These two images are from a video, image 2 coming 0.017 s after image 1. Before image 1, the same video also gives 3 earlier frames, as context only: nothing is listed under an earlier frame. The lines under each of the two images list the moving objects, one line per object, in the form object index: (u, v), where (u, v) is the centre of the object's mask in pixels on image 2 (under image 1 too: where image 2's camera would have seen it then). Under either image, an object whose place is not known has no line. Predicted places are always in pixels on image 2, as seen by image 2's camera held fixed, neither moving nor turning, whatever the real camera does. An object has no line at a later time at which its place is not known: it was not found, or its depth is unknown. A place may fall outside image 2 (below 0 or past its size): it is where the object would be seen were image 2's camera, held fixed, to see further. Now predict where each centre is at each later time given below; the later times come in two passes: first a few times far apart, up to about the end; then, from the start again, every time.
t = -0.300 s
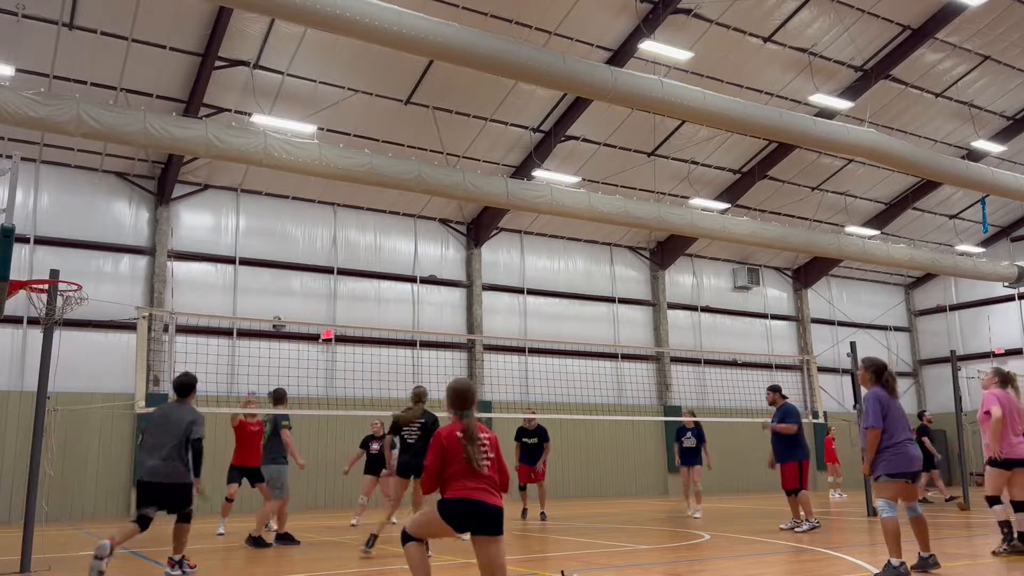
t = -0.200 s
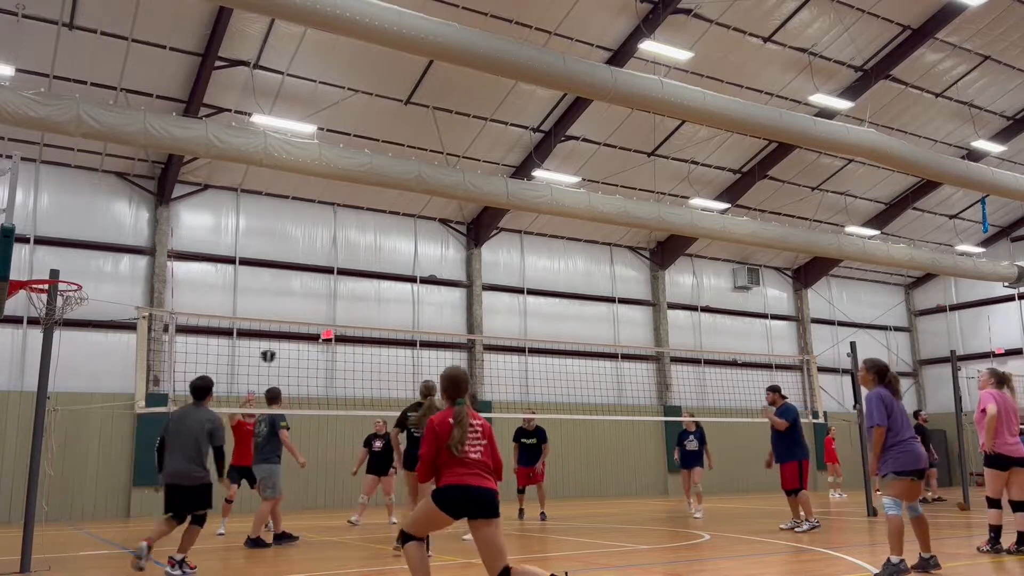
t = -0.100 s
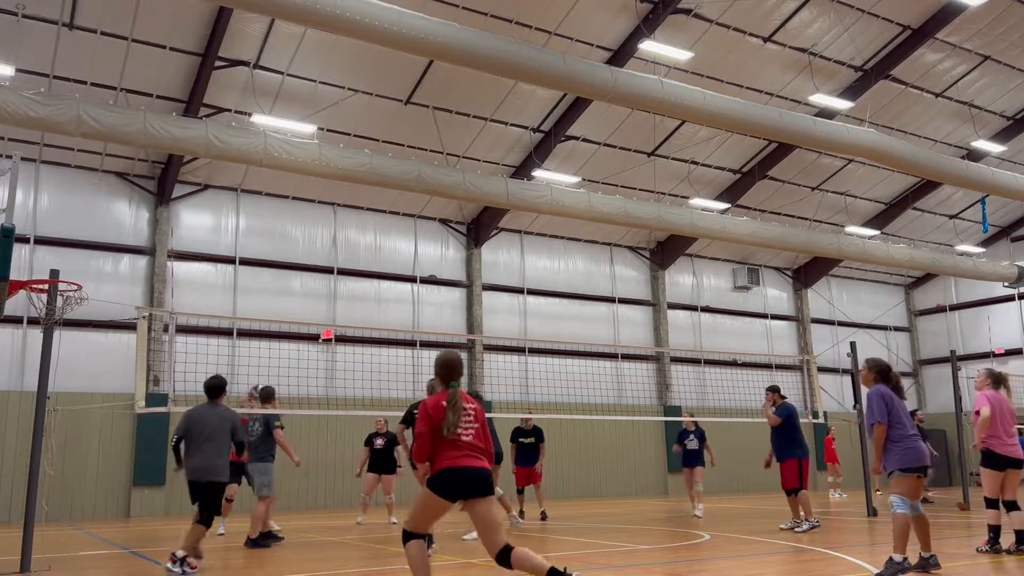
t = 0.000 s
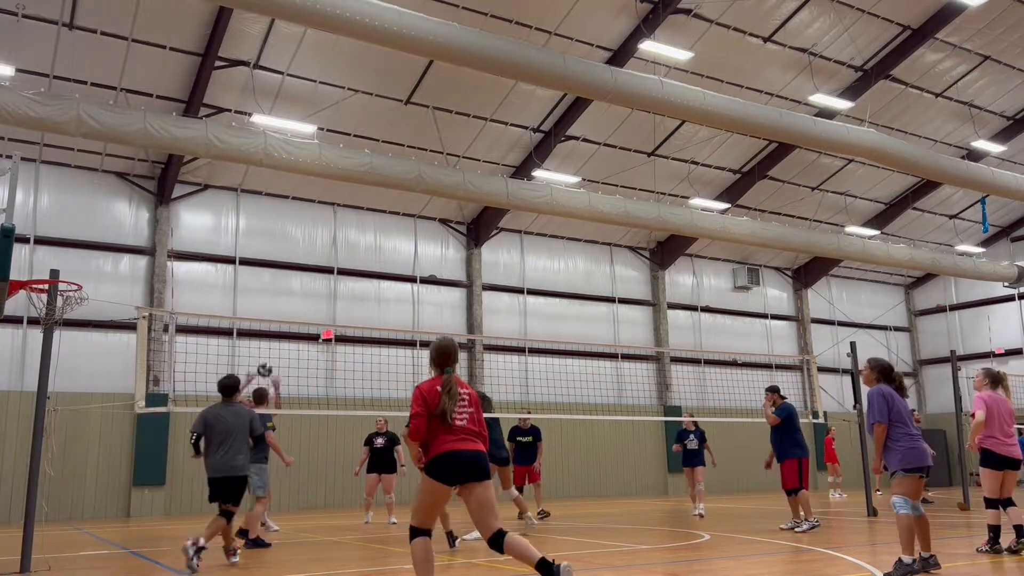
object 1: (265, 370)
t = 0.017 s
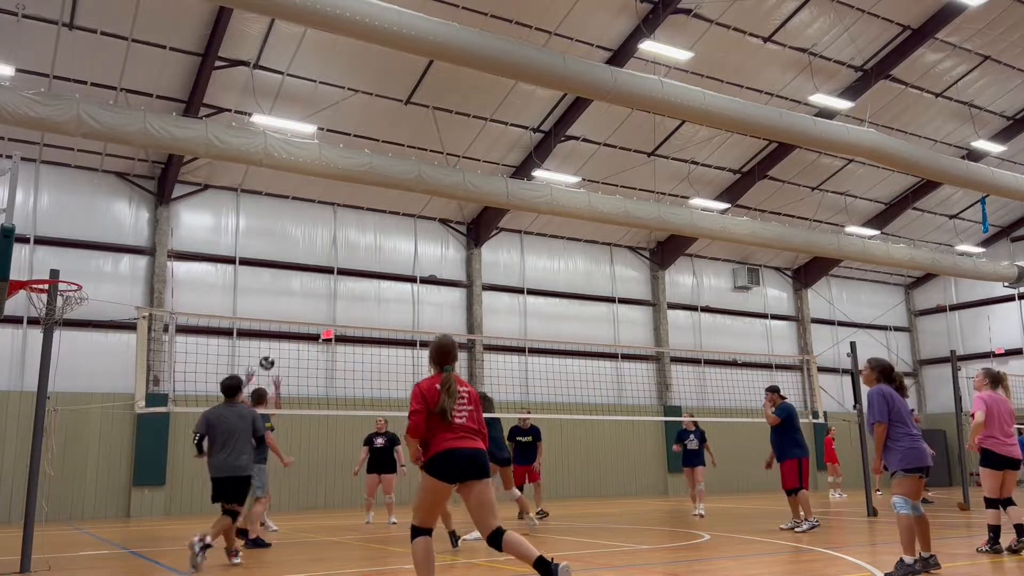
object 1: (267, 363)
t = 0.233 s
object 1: (299, 288)
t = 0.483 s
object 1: (334, 242)
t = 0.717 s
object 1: (366, 237)
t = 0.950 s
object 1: (398, 269)
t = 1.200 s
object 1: (433, 349)
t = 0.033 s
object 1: (269, 356)
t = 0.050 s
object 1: (272, 349)
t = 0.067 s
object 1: (274, 343)
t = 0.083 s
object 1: (276, 337)
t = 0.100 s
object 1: (280, 331)
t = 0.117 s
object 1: (282, 325)
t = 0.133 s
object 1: (285, 316)
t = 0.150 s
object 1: (287, 313)
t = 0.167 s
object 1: (289, 308)
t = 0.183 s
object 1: (292, 303)
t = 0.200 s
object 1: (294, 298)
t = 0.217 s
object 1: (296, 293)
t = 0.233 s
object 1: (299, 288)
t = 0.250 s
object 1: (301, 284)
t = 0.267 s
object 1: (304, 280)
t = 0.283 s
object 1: (306, 276)
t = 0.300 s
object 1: (308, 271)
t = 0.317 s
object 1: (310, 268)
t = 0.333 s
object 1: (312, 264)
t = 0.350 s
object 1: (315, 261)
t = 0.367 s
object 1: (317, 259)
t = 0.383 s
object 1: (320, 256)
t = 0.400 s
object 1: (322, 253)
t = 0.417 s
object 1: (325, 250)
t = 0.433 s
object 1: (327, 248)
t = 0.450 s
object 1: (329, 246)
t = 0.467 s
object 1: (332, 244)
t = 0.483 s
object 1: (334, 242)
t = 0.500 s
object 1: (336, 241)
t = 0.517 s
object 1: (338, 239)
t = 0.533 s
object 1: (341, 238)
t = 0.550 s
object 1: (343, 237)
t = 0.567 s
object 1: (345, 236)
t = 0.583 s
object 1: (348, 236)
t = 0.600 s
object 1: (350, 235)
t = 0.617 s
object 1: (352, 235)
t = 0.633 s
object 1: (354, 235)
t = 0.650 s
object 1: (357, 235)
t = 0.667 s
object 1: (359, 235)
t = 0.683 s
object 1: (361, 235)
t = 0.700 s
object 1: (363, 236)
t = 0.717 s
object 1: (366, 237)
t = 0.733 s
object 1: (368, 238)
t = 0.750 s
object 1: (370, 239)
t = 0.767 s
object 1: (372, 241)
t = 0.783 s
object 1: (375, 243)
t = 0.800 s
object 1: (377, 244)
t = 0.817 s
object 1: (379, 246)
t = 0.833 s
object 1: (382, 249)
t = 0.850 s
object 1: (384, 251)
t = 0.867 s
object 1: (386, 254)
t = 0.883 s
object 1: (388, 256)
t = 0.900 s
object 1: (391, 259)
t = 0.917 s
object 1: (393, 263)
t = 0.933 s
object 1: (395, 266)
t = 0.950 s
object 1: (398, 269)
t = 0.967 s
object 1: (401, 272)
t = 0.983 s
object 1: (403, 277)
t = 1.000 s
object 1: (405, 282)
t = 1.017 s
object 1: (407, 286)
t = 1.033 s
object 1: (410, 291)
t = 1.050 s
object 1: (412, 296)
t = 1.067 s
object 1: (414, 301)
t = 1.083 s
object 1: (417, 306)
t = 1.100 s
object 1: (419, 312)
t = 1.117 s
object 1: (421, 317)
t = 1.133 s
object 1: (424, 323)
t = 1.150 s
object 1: (426, 327)
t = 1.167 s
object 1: (428, 336)
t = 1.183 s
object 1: (430, 342)
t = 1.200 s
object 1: (433, 349)
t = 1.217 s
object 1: (435, 356)
